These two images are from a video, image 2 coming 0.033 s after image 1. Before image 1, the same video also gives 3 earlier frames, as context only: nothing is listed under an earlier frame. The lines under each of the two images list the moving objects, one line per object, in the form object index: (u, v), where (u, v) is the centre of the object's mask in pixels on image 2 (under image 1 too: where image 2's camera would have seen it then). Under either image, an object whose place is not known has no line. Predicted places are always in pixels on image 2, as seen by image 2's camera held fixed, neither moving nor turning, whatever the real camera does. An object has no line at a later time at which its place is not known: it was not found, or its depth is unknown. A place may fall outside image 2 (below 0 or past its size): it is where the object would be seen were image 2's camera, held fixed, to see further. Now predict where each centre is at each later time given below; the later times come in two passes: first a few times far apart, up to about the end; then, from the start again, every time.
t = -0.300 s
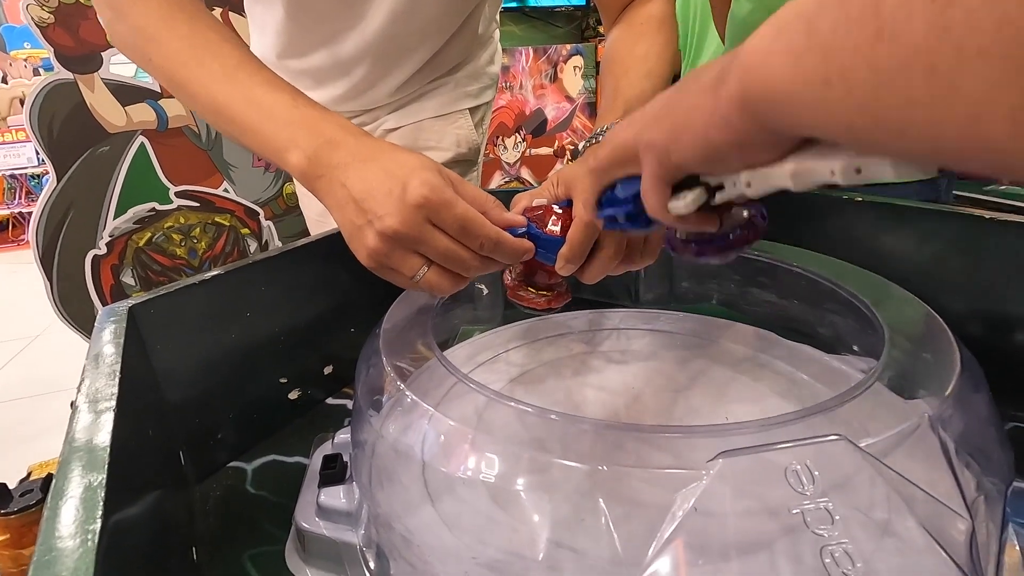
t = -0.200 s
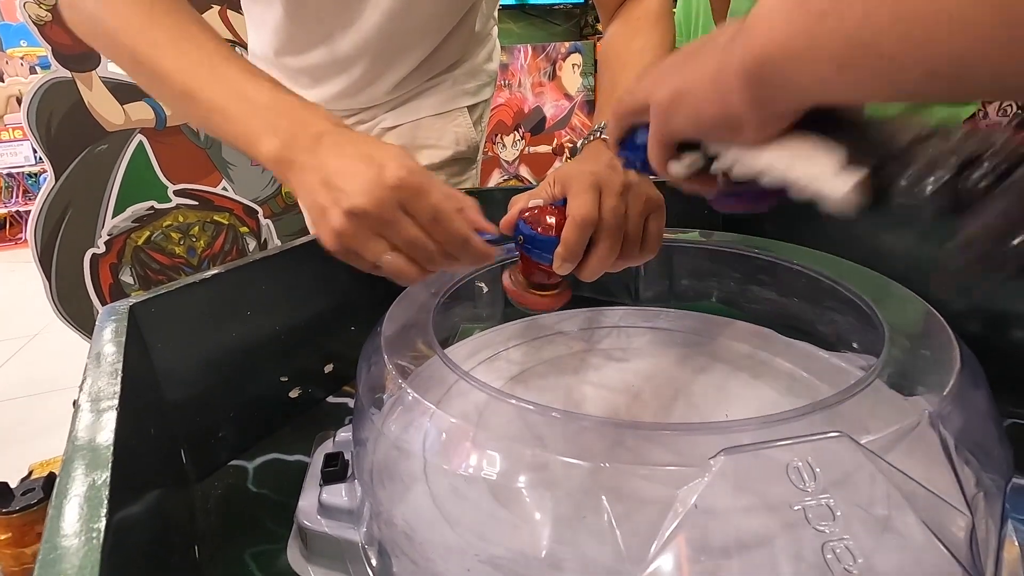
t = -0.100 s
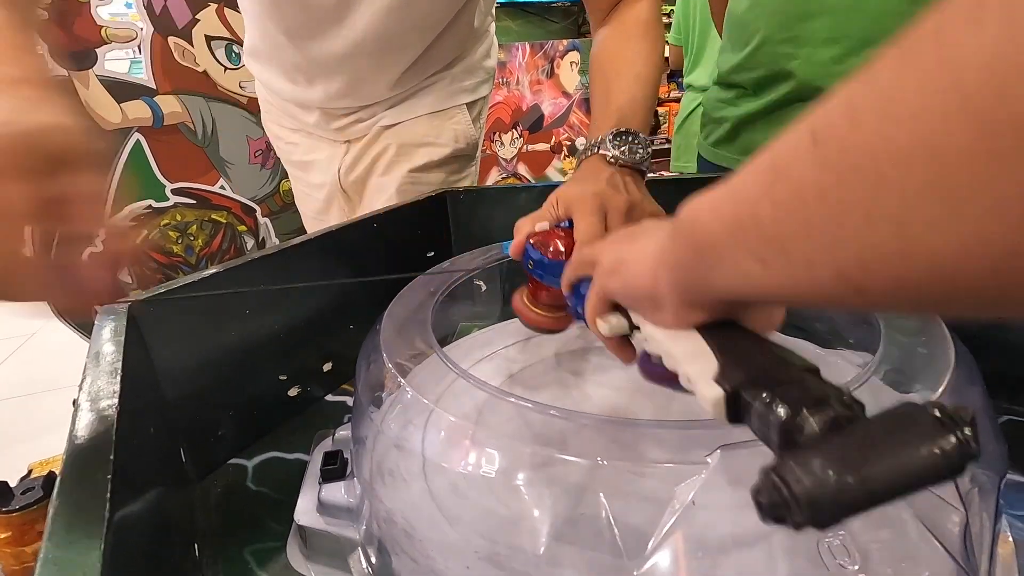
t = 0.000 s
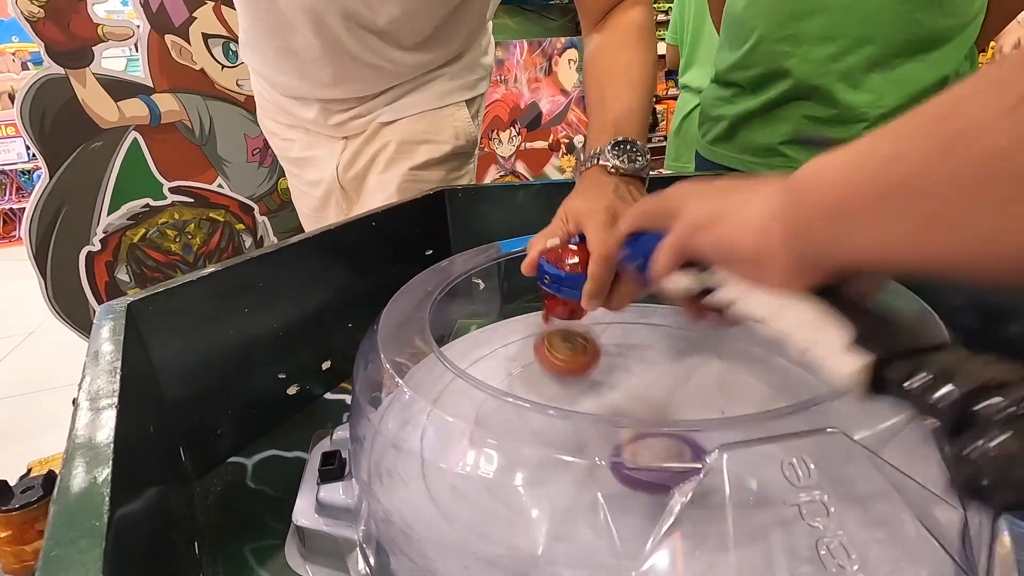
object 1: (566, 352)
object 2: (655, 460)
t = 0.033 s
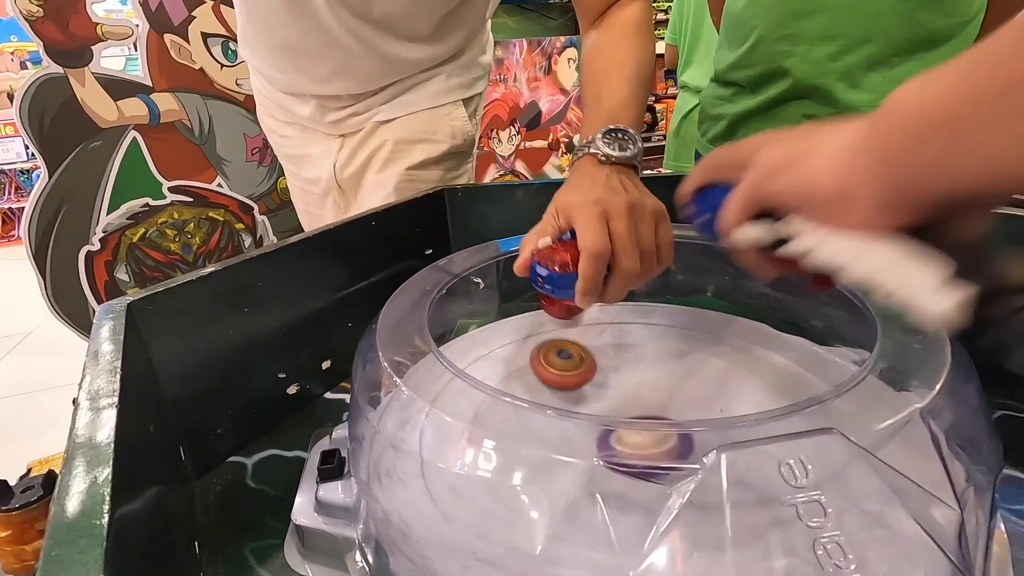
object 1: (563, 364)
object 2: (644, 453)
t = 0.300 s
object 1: (521, 414)
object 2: (643, 401)
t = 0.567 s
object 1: (533, 399)
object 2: (693, 392)
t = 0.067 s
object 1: (566, 351)
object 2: (631, 451)
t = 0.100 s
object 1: (568, 349)
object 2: (620, 460)
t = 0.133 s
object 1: (572, 359)
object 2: (609, 454)
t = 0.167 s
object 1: (575, 382)
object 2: (596, 454)
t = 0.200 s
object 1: (566, 383)
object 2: (608, 430)
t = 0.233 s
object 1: (550, 379)
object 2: (623, 407)
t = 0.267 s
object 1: (537, 384)
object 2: (634, 407)
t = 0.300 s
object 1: (521, 414)
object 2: (643, 401)
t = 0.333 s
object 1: (517, 395)
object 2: (655, 398)
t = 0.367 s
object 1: (513, 387)
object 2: (664, 389)
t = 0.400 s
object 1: (509, 393)
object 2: (673, 384)
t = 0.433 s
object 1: (506, 404)
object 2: (680, 381)
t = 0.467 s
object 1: (512, 393)
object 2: (687, 380)
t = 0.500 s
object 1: (517, 397)
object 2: (690, 382)
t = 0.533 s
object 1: (525, 397)
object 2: (693, 387)
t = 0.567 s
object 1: (533, 399)
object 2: (693, 392)
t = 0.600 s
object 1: (544, 400)
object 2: (691, 399)
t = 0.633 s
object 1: (559, 395)
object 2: (686, 405)
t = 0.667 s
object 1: (573, 397)
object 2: (678, 411)
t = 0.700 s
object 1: (588, 399)
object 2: (673, 433)
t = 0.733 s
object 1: (594, 397)
